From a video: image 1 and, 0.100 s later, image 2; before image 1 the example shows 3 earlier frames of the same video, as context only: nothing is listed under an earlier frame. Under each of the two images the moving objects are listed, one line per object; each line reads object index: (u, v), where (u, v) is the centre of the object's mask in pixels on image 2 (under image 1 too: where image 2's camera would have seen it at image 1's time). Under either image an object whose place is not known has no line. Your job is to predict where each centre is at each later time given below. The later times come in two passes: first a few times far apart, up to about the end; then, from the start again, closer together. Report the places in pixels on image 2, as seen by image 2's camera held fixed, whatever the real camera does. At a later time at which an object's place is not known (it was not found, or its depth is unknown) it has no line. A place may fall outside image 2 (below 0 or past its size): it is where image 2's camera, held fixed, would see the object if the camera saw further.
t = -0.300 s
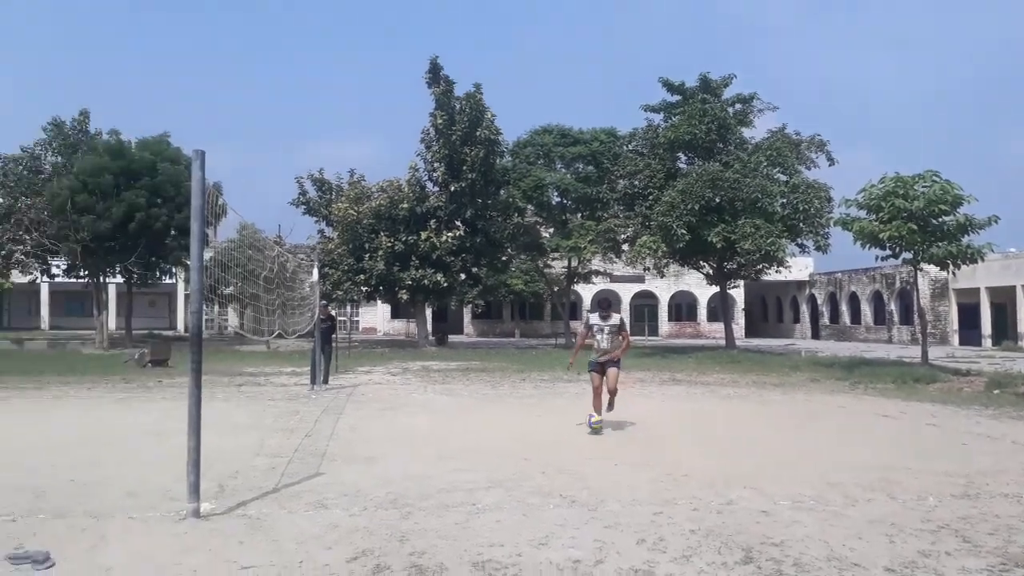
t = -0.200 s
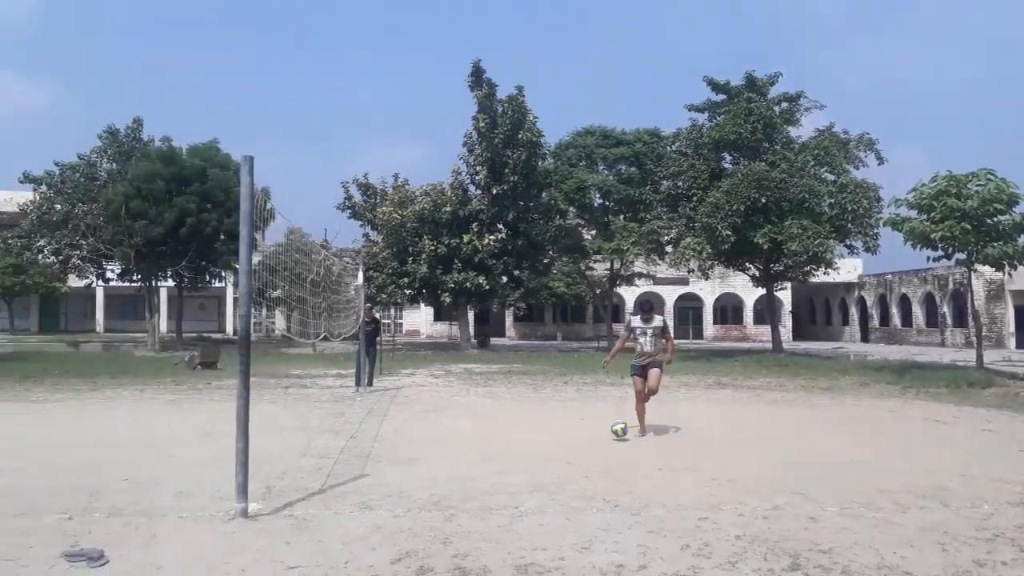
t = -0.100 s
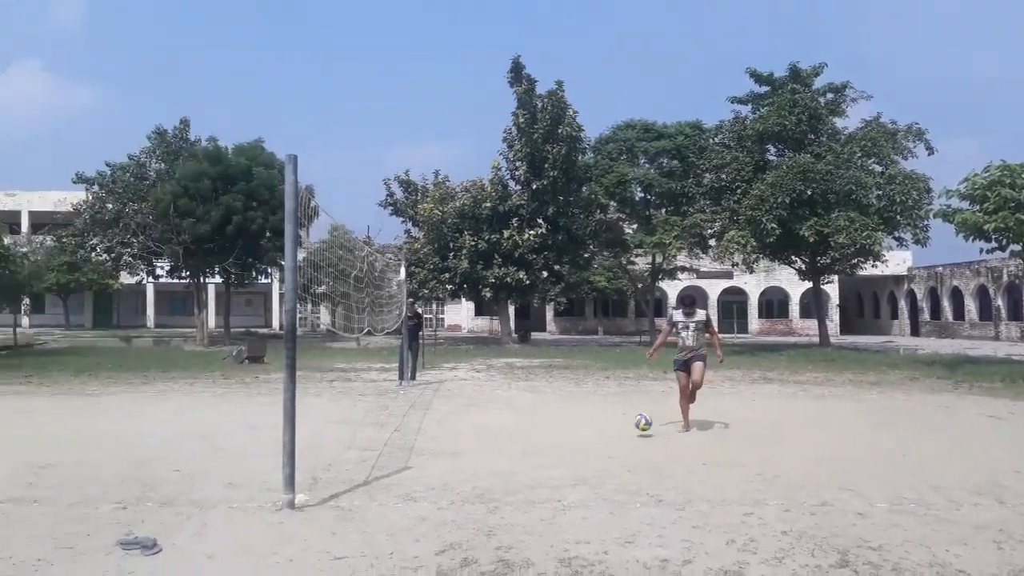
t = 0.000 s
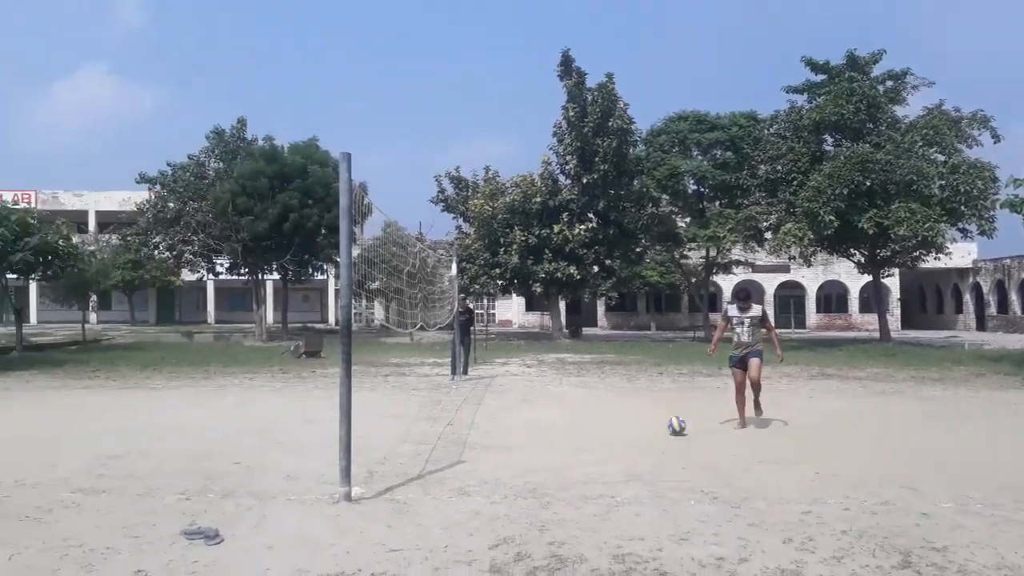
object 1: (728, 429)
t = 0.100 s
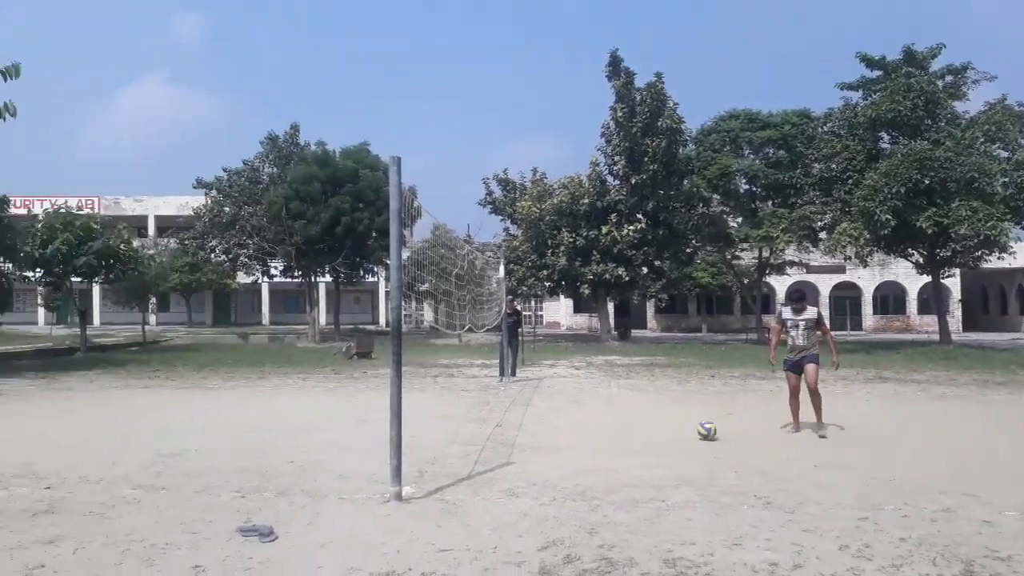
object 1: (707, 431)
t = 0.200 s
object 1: (686, 431)
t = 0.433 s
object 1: (634, 435)
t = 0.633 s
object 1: (590, 438)
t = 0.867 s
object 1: (540, 439)
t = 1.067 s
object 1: (495, 442)
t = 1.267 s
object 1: (451, 444)
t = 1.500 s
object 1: (407, 447)
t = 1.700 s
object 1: (361, 451)
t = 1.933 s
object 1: (312, 452)
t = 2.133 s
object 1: (272, 453)
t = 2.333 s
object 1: (231, 456)
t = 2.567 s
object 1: (184, 457)
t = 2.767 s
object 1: (146, 457)
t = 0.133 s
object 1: (699, 432)
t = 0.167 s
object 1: (692, 431)
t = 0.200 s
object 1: (686, 431)
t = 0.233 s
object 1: (678, 432)
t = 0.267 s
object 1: (671, 433)
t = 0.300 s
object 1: (664, 435)
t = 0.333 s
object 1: (656, 434)
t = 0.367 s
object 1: (649, 434)
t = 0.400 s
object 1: (642, 435)
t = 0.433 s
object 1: (634, 435)
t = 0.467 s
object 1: (627, 435)
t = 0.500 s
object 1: (619, 436)
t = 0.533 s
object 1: (612, 436)
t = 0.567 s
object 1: (605, 436)
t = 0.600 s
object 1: (598, 437)
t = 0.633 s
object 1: (590, 438)
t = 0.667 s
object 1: (583, 437)
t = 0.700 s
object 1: (576, 437)
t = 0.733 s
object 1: (569, 438)
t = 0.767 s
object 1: (562, 440)
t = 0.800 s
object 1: (554, 440)
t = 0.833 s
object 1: (547, 439)
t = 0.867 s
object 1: (540, 439)
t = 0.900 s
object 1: (533, 440)
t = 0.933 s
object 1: (525, 442)
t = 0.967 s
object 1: (518, 442)
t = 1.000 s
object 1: (510, 442)
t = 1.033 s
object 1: (502, 442)
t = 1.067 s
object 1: (495, 442)
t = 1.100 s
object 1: (488, 441)
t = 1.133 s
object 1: (481, 442)
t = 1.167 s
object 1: (473, 442)
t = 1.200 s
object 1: (465, 444)
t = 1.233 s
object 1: (458, 444)
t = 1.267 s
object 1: (451, 444)
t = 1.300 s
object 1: (443, 445)
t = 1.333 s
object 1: (436, 445)
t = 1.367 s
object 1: (430, 445)
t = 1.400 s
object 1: (423, 445)
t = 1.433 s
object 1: (416, 447)
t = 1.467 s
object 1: (410, 447)
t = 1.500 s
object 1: (407, 447)
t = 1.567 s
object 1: (385, 448)
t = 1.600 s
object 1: (381, 449)
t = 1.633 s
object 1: (375, 449)
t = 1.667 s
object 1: (368, 449)
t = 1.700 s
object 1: (361, 451)
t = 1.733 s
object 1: (353, 450)
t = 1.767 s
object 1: (346, 450)
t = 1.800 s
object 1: (339, 451)
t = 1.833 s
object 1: (333, 451)
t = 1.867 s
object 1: (326, 451)
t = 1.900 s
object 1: (319, 452)
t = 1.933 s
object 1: (312, 452)
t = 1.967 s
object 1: (305, 452)
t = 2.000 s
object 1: (298, 452)
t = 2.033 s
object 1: (291, 452)
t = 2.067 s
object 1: (285, 452)
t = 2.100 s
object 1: (278, 454)
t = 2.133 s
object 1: (272, 453)
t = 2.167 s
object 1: (266, 453)
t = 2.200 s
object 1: (258, 454)
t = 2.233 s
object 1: (252, 454)
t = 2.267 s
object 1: (245, 454)
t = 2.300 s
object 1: (238, 455)
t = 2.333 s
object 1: (231, 456)
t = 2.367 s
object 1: (225, 456)
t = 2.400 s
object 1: (218, 455)
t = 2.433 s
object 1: (211, 456)
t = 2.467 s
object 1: (205, 457)
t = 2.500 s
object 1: (198, 457)
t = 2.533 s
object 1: (191, 457)
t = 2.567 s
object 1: (184, 457)
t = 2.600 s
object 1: (178, 457)
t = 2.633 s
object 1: (171, 458)
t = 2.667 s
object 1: (165, 458)
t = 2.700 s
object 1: (159, 458)
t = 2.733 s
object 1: (152, 457)
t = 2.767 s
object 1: (146, 457)
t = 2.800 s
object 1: (140, 458)
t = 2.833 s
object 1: (134, 460)
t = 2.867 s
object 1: (127, 459)
